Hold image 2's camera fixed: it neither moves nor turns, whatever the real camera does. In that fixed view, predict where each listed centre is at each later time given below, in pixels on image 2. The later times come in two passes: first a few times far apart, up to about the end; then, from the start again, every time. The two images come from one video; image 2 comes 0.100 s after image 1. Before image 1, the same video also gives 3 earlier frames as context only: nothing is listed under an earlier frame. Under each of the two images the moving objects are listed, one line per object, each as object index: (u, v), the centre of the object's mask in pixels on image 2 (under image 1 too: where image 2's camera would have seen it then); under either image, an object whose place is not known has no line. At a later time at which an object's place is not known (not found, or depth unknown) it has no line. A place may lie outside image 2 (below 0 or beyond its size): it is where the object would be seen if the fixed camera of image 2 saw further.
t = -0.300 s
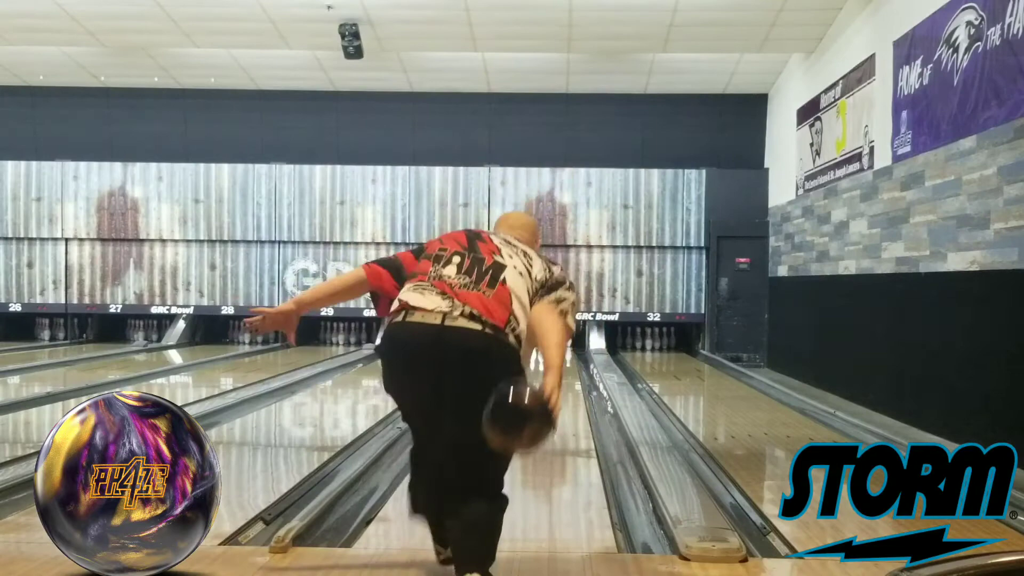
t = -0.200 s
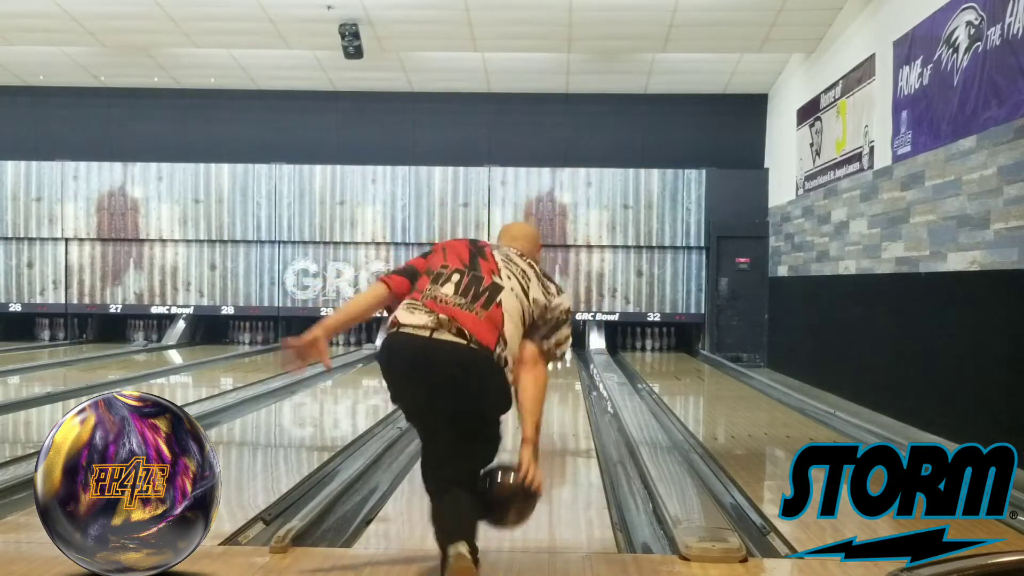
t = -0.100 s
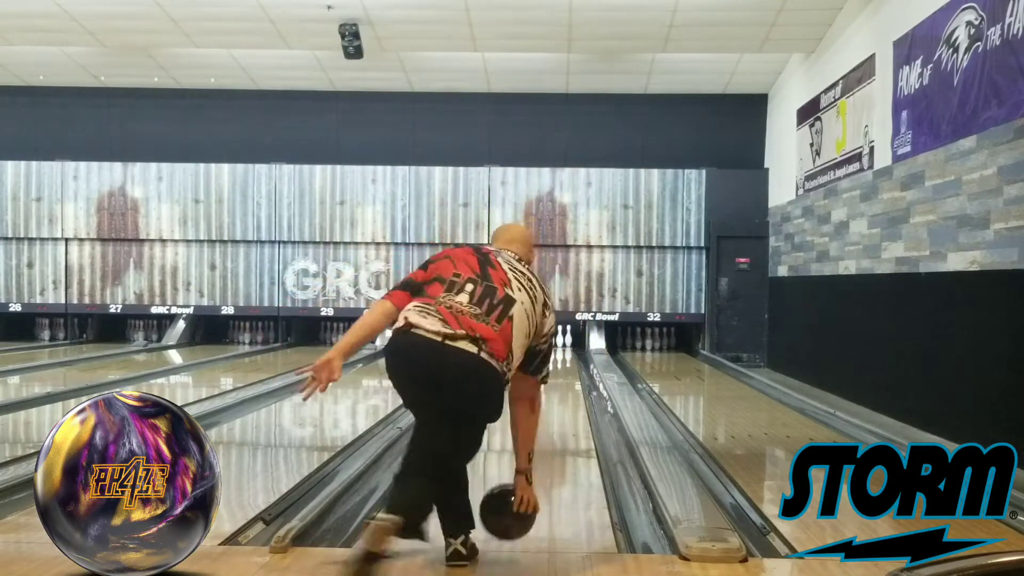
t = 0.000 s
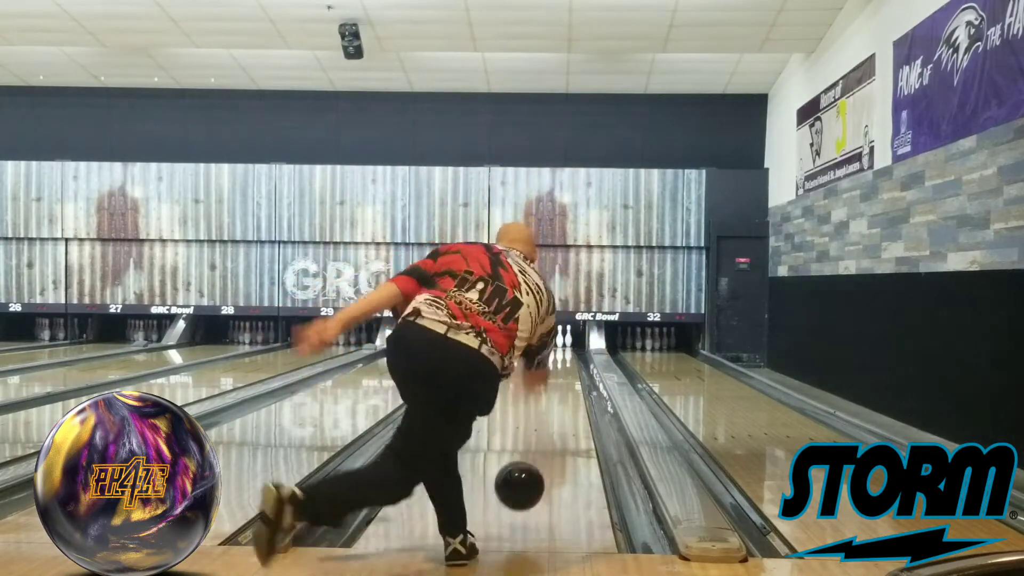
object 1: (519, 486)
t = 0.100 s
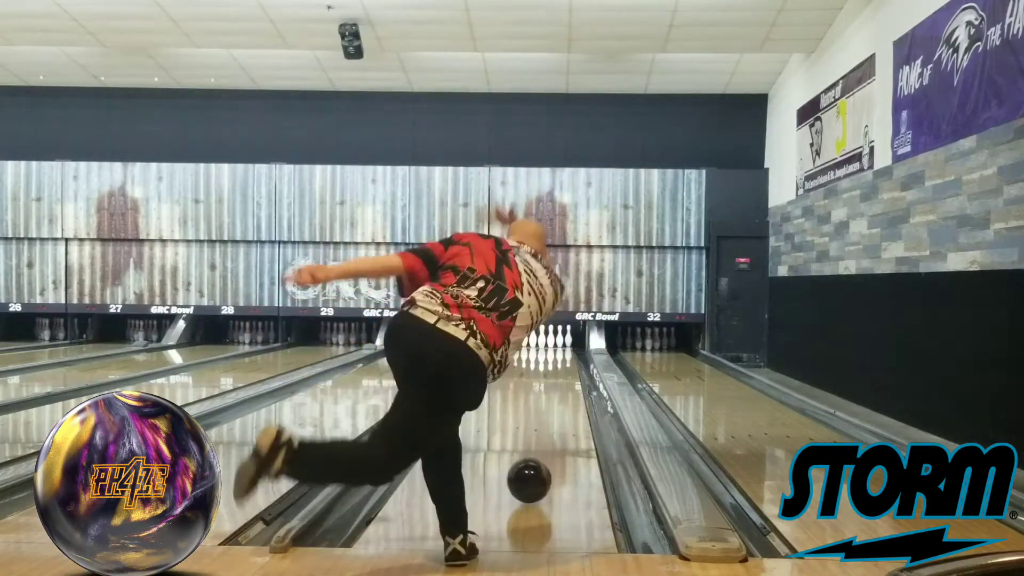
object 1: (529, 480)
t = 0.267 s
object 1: (542, 450)
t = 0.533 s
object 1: (554, 417)
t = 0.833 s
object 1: (563, 394)
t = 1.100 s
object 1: (567, 379)
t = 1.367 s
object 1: (568, 368)
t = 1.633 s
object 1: (569, 360)
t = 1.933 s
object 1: (564, 353)
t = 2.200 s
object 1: (558, 348)
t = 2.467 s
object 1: (551, 345)
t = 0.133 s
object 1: (532, 473)
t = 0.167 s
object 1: (535, 467)
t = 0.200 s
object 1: (537, 461)
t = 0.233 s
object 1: (539, 455)
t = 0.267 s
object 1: (542, 450)
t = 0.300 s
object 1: (543, 445)
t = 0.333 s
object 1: (545, 440)
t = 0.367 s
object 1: (547, 436)
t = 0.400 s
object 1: (549, 432)
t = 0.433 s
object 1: (550, 428)
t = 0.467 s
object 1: (552, 424)
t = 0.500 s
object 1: (553, 421)
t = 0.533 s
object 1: (554, 417)
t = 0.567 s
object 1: (555, 414)
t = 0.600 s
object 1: (556, 411)
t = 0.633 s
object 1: (558, 409)
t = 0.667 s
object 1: (559, 406)
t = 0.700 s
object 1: (560, 403)
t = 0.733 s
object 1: (561, 401)
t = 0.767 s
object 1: (561, 399)
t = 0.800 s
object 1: (562, 396)
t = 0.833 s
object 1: (563, 394)
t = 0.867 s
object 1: (563, 392)
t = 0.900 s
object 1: (564, 390)
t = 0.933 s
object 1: (565, 388)
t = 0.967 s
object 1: (565, 386)
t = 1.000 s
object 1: (566, 384)
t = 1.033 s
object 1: (566, 383)
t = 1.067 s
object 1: (567, 381)
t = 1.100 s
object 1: (567, 379)
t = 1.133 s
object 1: (567, 378)
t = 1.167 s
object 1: (568, 376)
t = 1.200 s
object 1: (568, 375)
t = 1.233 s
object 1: (568, 373)
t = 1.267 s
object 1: (569, 372)
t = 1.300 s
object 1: (568, 370)
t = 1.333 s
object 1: (568, 369)
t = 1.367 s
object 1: (568, 368)
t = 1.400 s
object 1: (569, 367)
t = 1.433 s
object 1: (569, 366)
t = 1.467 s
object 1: (569, 365)
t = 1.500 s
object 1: (569, 364)
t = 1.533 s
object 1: (569, 363)
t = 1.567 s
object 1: (569, 362)
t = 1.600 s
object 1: (569, 361)
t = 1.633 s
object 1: (569, 360)
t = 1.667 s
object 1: (569, 359)
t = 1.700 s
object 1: (568, 358)
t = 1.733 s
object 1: (568, 357)
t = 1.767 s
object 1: (567, 356)
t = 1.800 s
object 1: (567, 356)
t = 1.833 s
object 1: (567, 355)
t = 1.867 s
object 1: (566, 354)
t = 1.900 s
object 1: (565, 354)
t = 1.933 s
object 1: (564, 353)
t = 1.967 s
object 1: (564, 352)
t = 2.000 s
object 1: (563, 352)
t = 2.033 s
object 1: (563, 351)
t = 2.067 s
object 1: (561, 350)
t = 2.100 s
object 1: (560, 350)
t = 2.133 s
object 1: (560, 349)
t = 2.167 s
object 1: (559, 349)
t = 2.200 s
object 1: (558, 348)
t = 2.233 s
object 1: (557, 348)
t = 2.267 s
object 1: (556, 347)
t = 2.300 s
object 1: (555, 347)
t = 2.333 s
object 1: (554, 346)
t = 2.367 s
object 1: (553, 346)
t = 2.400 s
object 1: (552, 345)
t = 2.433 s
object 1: (551, 345)
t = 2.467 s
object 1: (551, 345)
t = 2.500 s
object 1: (550, 344)
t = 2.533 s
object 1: (549, 344)
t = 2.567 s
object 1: (549, 343)
